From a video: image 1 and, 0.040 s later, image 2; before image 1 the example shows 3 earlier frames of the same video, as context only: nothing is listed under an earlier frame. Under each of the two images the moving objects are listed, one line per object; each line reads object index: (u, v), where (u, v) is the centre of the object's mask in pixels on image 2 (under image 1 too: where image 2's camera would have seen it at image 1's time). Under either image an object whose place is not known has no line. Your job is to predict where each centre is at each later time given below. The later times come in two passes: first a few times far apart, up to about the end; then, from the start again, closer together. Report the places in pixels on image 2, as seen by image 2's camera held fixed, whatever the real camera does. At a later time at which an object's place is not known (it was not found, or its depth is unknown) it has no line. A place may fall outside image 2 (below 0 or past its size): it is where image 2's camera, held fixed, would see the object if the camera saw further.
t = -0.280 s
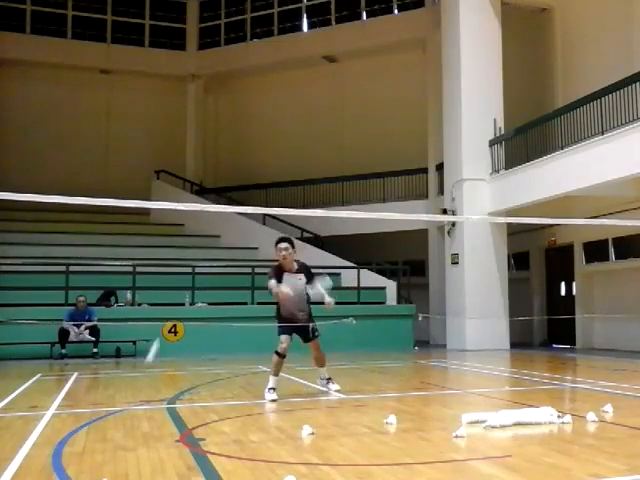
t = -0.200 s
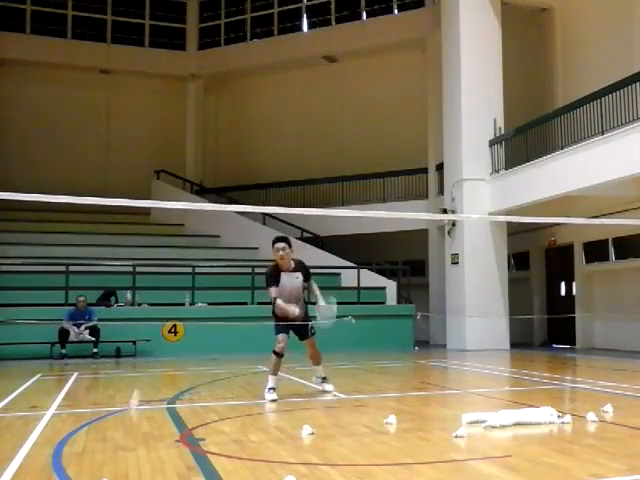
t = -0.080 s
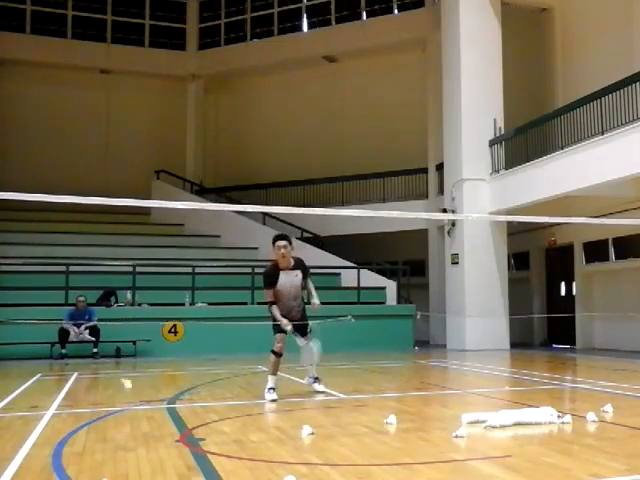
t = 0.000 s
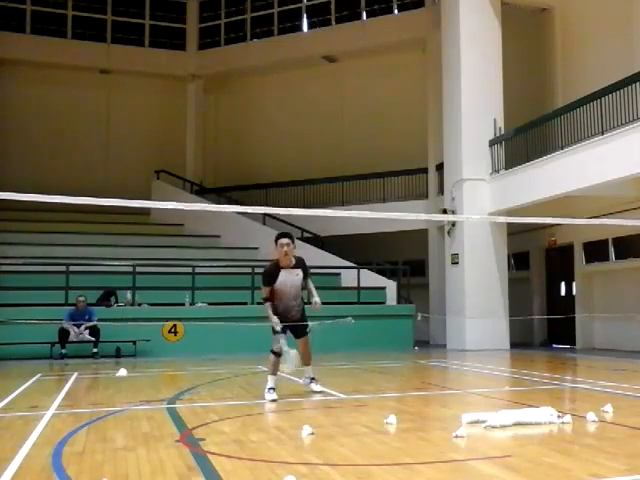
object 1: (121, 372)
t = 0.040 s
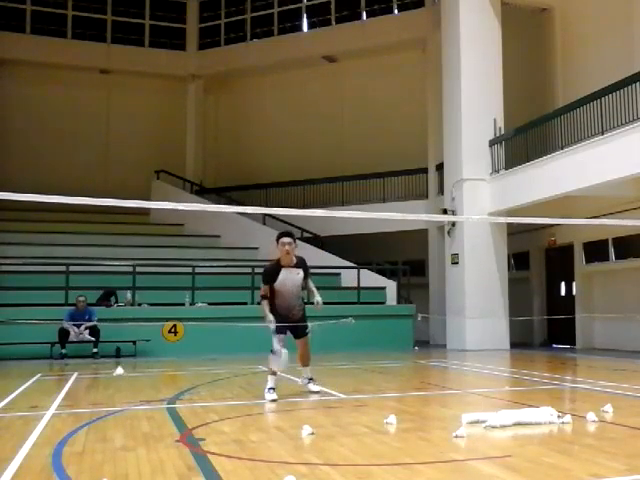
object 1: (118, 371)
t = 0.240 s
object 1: (105, 394)
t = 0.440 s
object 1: (98, 402)
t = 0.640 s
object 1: (93, 405)
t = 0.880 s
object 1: (89, 407)
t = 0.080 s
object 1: (116, 372)
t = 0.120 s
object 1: (114, 375)
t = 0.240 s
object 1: (105, 394)
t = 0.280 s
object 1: (102, 403)
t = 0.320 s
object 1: (101, 404)
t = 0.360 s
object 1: (101, 402)
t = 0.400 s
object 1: (100, 402)
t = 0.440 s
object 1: (98, 402)
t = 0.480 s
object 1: (97, 404)
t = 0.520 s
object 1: (95, 404)
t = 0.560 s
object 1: (94, 404)
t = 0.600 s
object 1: (94, 404)
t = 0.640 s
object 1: (93, 405)
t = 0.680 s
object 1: (92, 406)
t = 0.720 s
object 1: (92, 407)
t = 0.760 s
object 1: (91, 407)
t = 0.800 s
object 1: (90, 407)
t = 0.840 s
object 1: (90, 407)
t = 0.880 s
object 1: (89, 407)
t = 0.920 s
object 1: (89, 407)
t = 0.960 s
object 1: (89, 407)
